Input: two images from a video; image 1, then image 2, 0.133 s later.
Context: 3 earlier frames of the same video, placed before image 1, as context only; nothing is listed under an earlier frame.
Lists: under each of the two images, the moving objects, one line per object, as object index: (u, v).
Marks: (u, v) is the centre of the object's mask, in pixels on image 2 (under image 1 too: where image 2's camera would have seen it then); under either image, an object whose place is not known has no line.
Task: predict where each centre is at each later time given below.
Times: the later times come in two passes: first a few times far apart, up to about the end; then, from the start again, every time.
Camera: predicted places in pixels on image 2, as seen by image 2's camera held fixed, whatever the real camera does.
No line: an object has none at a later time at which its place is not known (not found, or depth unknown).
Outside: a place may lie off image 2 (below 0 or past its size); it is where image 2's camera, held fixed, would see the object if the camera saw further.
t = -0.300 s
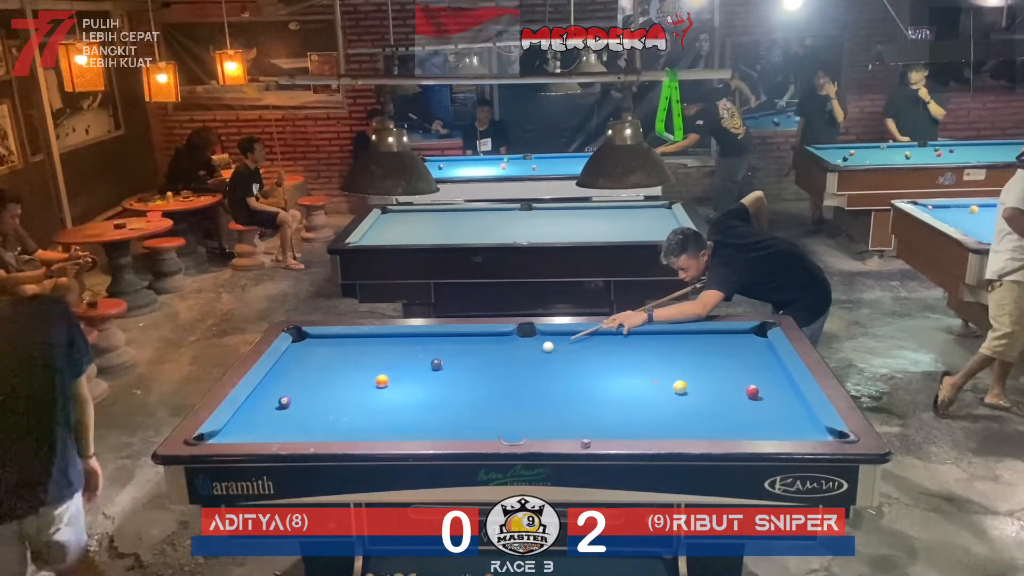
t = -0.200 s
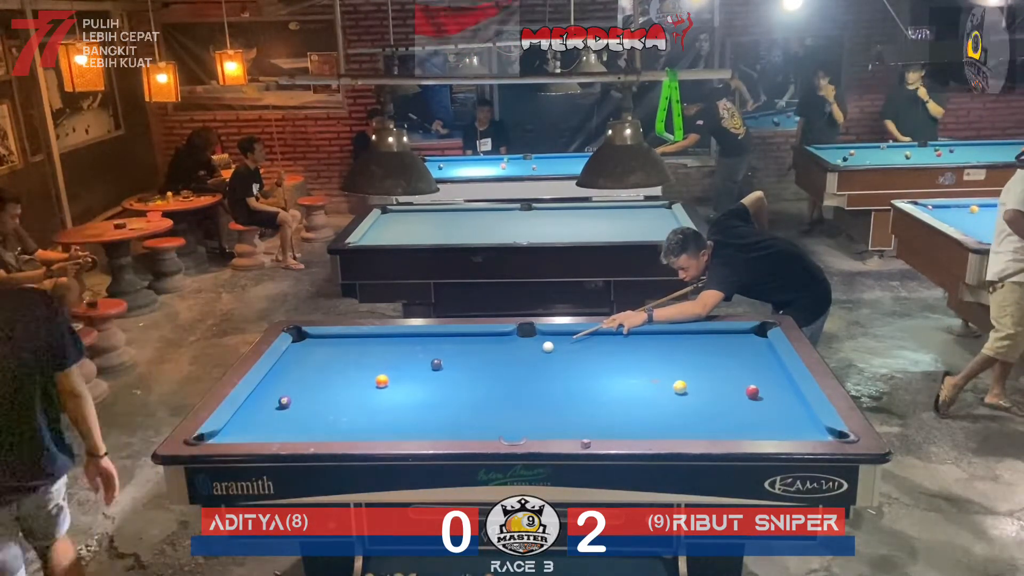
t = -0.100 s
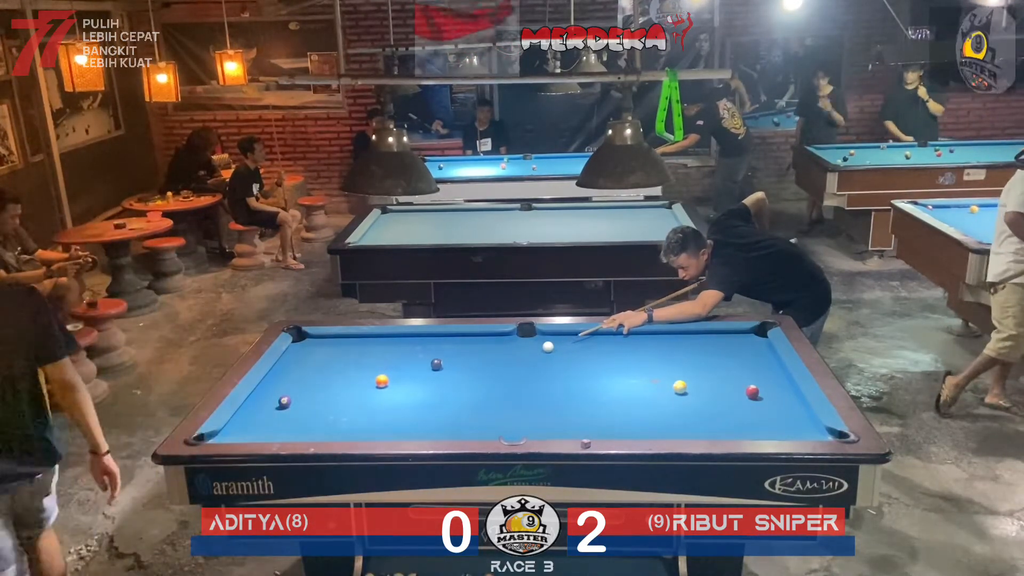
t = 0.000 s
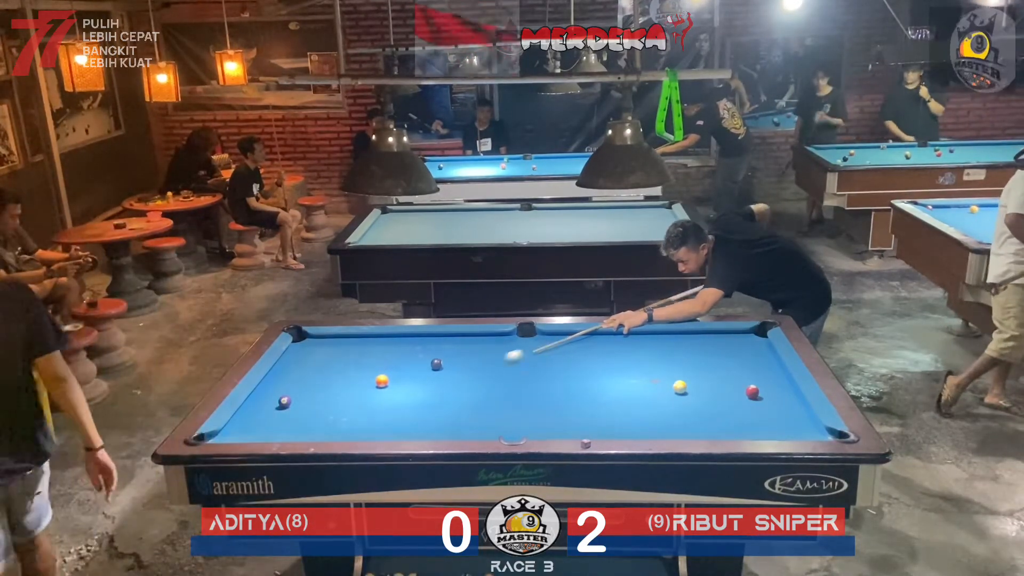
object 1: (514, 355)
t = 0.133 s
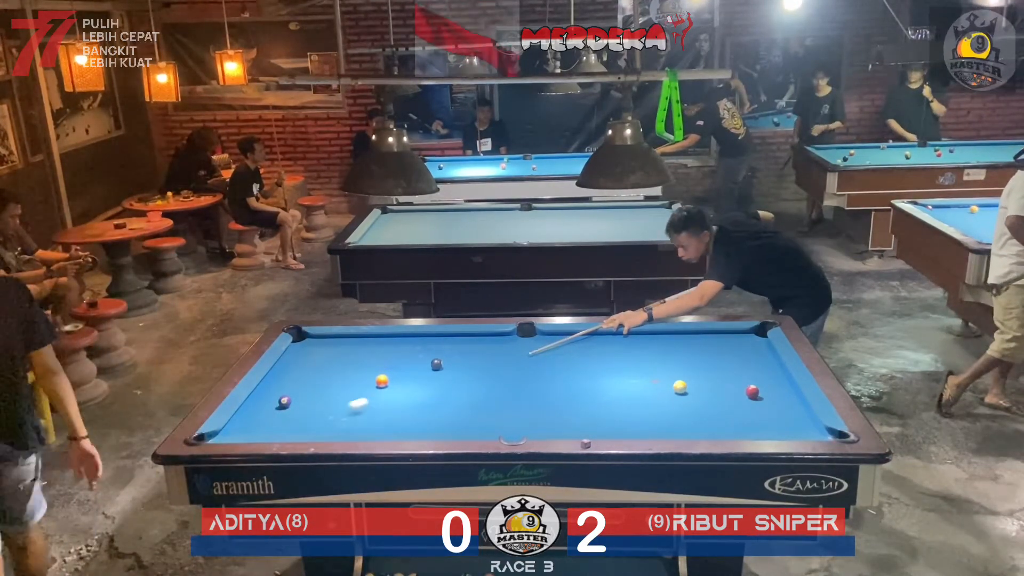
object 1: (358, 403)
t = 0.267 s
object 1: (239, 416)
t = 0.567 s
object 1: (313, 351)
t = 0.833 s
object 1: (348, 355)
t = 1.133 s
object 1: (367, 382)
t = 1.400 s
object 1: (355, 397)
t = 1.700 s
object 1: (342, 413)
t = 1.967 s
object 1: (332, 425)
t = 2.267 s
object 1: (327, 427)
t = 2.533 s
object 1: (327, 422)
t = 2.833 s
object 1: (327, 417)
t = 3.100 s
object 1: (327, 415)
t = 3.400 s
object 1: (327, 413)
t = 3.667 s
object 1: (327, 413)
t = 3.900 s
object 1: (327, 413)
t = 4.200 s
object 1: (327, 414)
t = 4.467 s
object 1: (327, 414)
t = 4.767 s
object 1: (327, 414)
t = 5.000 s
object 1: (327, 414)
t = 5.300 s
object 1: (327, 414)
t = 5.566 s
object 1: (327, 414)
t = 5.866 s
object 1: (327, 413)
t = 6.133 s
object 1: (327, 414)
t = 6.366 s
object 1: (327, 413)
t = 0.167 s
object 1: (315, 418)
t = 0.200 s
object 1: (271, 430)
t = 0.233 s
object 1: (251, 424)
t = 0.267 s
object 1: (239, 416)
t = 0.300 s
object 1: (263, 405)
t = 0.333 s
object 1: (274, 397)
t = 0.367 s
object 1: (279, 389)
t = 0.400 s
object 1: (284, 382)
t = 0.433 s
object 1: (290, 375)
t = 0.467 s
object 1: (296, 369)
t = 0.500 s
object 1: (301, 362)
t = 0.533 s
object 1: (308, 356)
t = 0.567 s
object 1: (313, 351)
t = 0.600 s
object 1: (319, 345)
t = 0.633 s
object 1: (324, 340)
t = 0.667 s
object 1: (329, 337)
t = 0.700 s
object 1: (333, 341)
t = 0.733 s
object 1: (336, 344)
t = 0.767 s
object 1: (340, 348)
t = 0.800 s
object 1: (344, 352)
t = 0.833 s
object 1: (348, 355)
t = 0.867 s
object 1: (352, 359)
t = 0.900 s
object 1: (356, 362)
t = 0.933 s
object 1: (360, 366)
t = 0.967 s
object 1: (364, 370)
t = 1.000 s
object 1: (368, 373)
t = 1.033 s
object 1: (372, 377)
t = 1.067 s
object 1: (371, 379)
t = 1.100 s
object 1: (369, 381)
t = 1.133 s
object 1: (367, 382)
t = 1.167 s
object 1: (365, 384)
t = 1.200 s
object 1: (364, 386)
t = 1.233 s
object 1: (362, 388)
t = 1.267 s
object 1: (361, 390)
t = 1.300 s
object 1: (359, 392)
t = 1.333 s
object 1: (358, 393)
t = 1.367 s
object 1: (357, 395)
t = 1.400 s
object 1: (355, 397)
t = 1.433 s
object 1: (353, 399)
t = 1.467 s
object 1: (352, 401)
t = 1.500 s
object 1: (351, 403)
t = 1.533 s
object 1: (349, 404)
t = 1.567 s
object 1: (348, 406)
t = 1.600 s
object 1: (346, 408)
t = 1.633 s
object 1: (345, 410)
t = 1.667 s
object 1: (343, 412)
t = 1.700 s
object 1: (342, 413)
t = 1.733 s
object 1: (341, 415)
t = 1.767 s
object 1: (339, 417)
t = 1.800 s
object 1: (338, 419)
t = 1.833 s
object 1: (337, 420)
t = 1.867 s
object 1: (335, 422)
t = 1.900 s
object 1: (334, 424)
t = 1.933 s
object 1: (333, 425)
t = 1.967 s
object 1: (332, 425)
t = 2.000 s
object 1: (331, 427)
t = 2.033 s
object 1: (329, 428)
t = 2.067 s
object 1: (328, 429)
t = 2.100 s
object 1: (327, 431)
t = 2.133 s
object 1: (327, 430)
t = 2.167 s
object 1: (327, 429)
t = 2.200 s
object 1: (327, 429)
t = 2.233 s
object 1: (327, 428)
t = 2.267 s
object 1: (327, 427)
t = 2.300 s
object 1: (327, 426)
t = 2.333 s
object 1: (327, 426)
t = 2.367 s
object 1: (327, 425)
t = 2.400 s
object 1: (327, 425)
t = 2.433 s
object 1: (327, 424)
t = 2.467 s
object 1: (327, 424)
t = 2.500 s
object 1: (327, 423)
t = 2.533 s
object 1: (327, 422)
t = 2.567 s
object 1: (327, 422)
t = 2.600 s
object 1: (327, 421)
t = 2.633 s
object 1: (327, 420)
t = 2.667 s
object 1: (327, 420)
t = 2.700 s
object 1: (327, 419)
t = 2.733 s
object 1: (327, 419)
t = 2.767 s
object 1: (327, 418)
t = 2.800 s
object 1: (327, 418)
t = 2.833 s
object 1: (327, 417)
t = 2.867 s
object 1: (327, 417)
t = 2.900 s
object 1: (327, 417)
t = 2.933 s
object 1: (327, 416)
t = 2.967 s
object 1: (327, 416)
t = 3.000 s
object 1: (327, 416)
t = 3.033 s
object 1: (327, 415)
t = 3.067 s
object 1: (327, 415)
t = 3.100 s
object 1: (327, 415)
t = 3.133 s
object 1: (327, 414)
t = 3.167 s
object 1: (327, 414)
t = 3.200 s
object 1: (327, 414)
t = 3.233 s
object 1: (327, 414)
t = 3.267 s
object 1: (327, 414)
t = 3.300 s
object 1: (327, 414)
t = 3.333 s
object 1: (327, 414)
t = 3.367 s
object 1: (327, 414)
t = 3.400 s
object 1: (327, 413)
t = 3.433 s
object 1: (327, 413)
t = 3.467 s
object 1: (327, 413)
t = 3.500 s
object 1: (327, 413)
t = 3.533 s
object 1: (327, 413)
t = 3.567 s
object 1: (327, 413)
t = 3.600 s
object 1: (327, 413)
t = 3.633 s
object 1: (327, 413)
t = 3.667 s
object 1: (327, 413)
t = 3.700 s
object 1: (327, 413)
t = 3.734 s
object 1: (327, 413)
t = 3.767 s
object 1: (327, 413)
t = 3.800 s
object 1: (327, 413)
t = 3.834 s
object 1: (327, 413)
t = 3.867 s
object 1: (327, 413)
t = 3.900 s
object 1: (327, 413)
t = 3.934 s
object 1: (327, 413)
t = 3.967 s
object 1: (327, 413)
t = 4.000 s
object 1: (327, 413)
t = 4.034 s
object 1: (327, 414)
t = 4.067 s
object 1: (327, 414)
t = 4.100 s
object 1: (327, 413)
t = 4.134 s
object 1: (327, 413)
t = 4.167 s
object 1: (327, 413)
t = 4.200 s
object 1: (327, 414)
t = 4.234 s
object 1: (327, 413)
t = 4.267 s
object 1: (327, 413)
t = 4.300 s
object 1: (327, 414)
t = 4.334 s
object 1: (327, 414)
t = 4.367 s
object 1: (327, 414)
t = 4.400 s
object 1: (327, 414)
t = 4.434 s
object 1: (327, 414)
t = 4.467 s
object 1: (327, 414)
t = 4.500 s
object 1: (327, 414)
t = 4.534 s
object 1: (327, 414)
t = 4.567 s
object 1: (327, 414)
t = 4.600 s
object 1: (327, 414)
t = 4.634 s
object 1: (327, 414)
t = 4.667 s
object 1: (327, 414)
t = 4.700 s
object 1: (327, 414)
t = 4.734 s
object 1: (327, 414)
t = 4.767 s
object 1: (327, 414)
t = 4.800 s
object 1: (327, 414)
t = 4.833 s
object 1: (327, 414)
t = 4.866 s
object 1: (327, 414)
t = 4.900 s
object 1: (327, 414)
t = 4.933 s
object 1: (327, 414)
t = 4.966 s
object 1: (327, 414)
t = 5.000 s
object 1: (327, 414)
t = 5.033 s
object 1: (327, 414)
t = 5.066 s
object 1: (327, 414)
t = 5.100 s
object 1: (327, 414)
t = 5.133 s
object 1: (327, 414)
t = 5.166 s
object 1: (327, 414)
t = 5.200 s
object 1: (327, 414)
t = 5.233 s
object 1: (327, 414)
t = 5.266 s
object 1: (327, 414)
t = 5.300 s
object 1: (327, 414)
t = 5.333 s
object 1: (327, 414)
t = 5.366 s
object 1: (327, 414)
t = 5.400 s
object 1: (327, 414)
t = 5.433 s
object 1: (327, 414)
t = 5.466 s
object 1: (327, 414)
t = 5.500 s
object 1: (327, 414)
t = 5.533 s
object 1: (327, 414)
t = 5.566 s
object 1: (327, 414)
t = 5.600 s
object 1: (327, 414)
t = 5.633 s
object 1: (327, 414)
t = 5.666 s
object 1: (327, 414)
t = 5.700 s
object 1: (327, 414)
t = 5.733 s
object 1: (327, 414)
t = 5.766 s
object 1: (327, 414)
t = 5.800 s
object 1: (327, 413)
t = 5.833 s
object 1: (327, 414)
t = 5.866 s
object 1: (327, 413)
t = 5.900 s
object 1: (327, 413)
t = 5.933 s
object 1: (327, 413)
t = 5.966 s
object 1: (327, 413)
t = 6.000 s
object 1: (327, 414)
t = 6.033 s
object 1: (327, 413)
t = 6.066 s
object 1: (327, 413)
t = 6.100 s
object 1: (327, 413)
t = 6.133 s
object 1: (327, 414)
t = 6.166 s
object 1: (327, 414)
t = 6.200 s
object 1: (327, 414)
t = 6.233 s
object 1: (327, 414)
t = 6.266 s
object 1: (327, 413)
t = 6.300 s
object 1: (327, 414)
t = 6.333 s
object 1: (327, 413)
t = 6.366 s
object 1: (327, 413)
